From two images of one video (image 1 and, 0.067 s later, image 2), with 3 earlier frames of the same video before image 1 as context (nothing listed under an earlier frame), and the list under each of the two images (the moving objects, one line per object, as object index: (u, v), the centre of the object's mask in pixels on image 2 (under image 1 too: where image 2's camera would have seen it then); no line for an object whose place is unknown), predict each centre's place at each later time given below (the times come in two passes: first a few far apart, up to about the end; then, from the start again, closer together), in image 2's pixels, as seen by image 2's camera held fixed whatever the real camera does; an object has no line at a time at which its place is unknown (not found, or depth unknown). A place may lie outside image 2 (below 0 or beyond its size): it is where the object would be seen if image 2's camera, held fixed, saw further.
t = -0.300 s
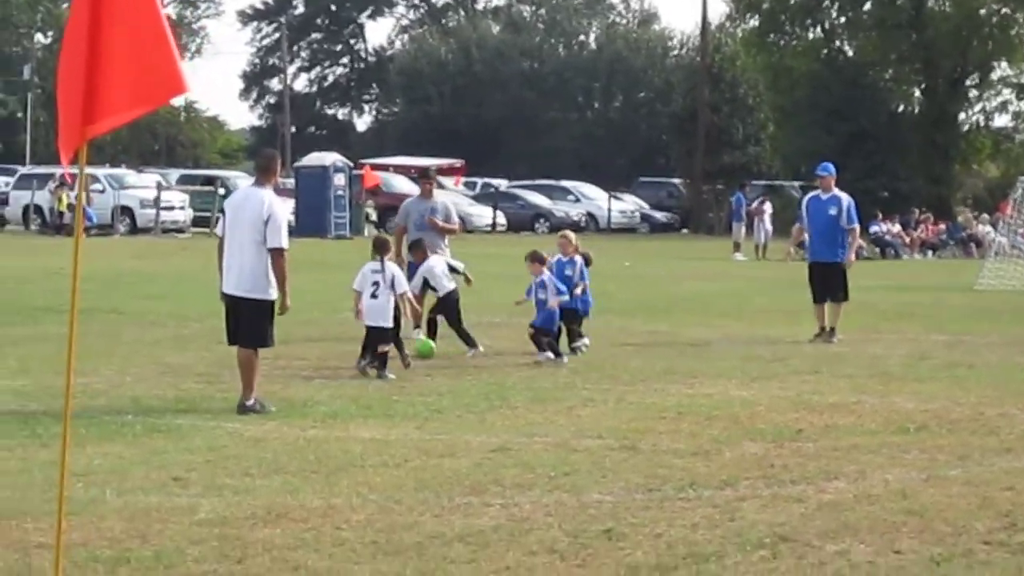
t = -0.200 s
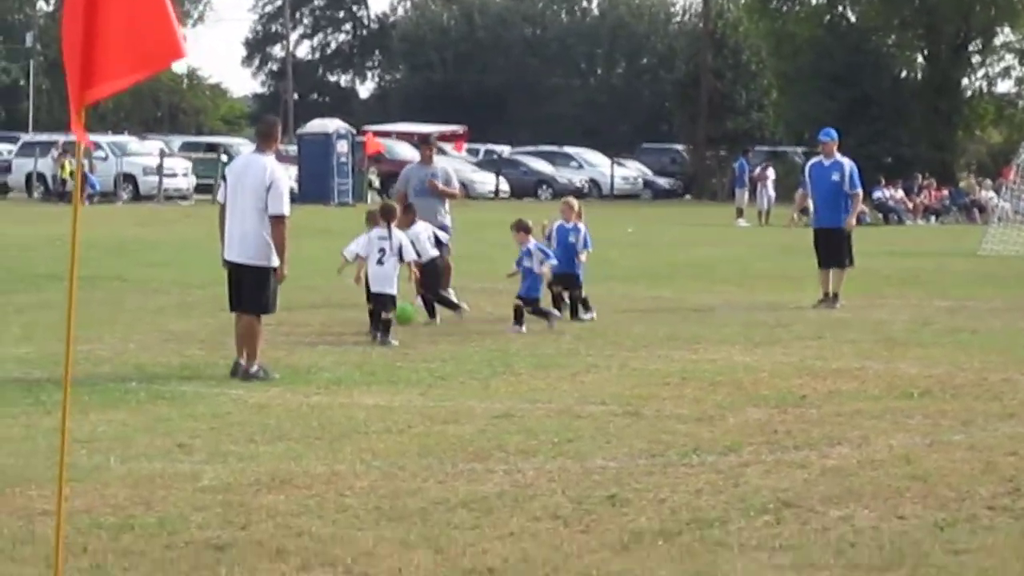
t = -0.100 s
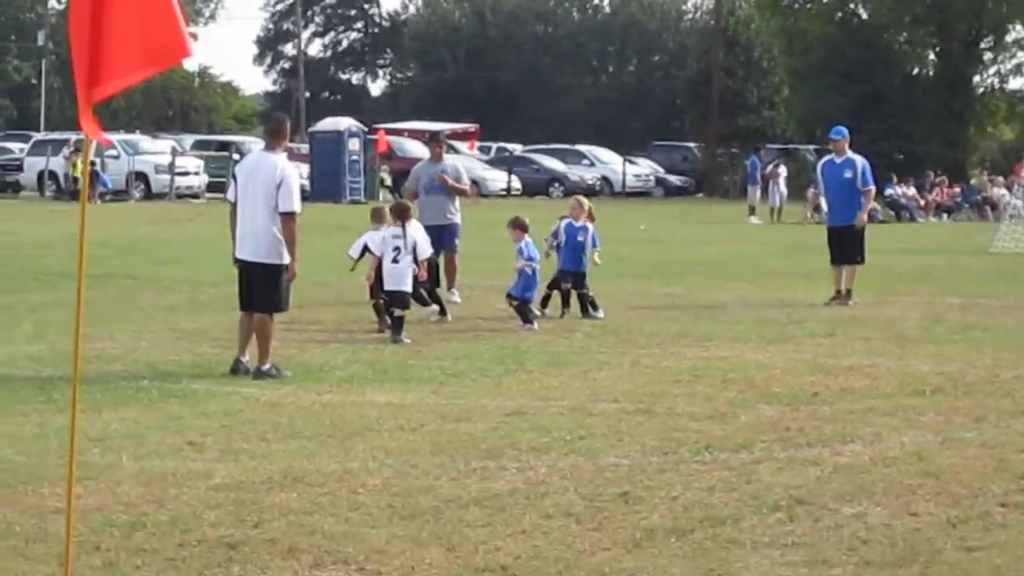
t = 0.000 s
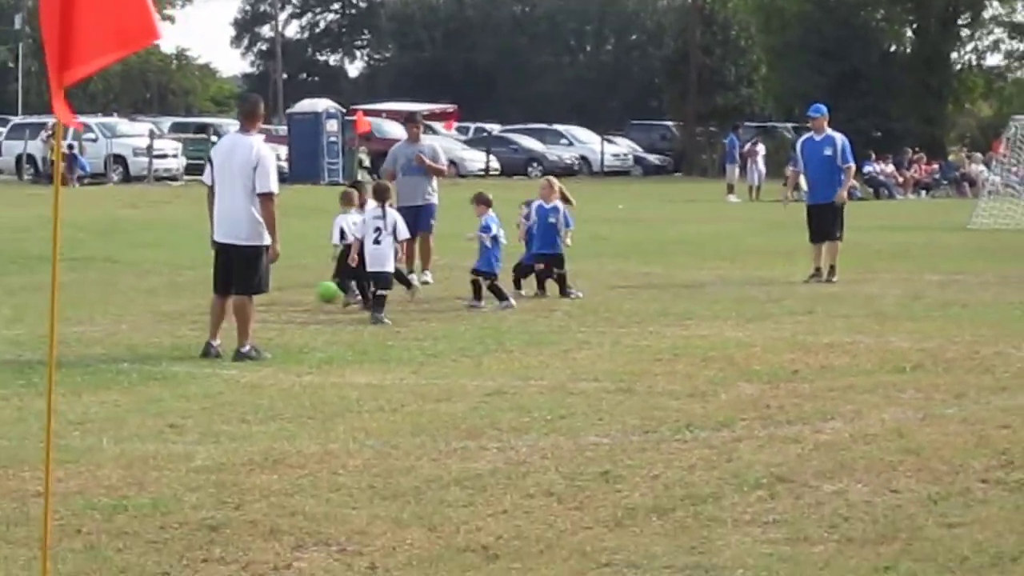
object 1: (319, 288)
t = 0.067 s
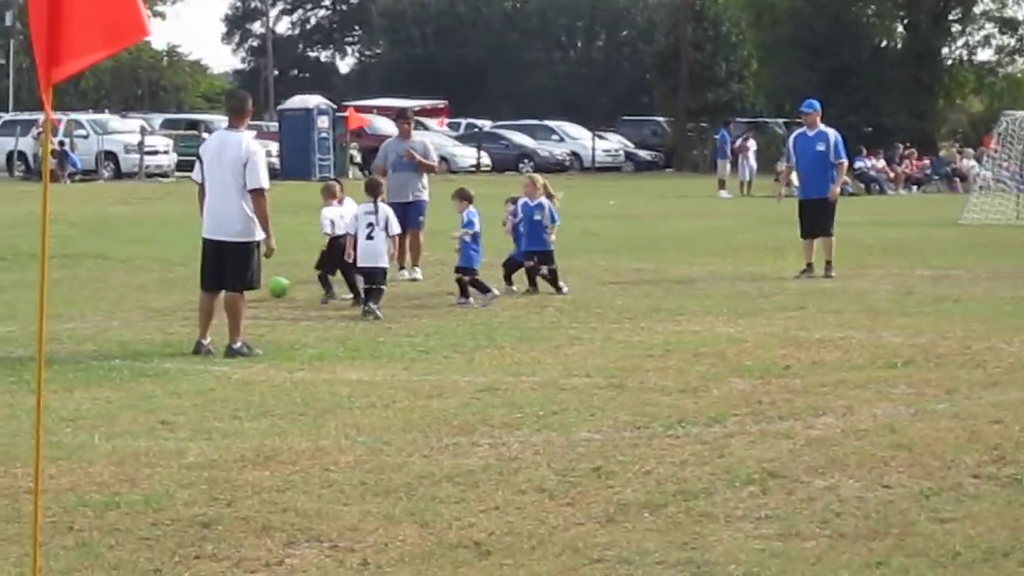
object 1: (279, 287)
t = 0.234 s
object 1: (185, 291)
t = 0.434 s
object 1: (106, 298)
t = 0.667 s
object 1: (17, 300)
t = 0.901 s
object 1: (-67, 301)
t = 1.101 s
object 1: (-135, 300)
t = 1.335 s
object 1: (-213, 302)
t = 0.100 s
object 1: (263, 287)
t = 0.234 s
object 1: (185, 291)
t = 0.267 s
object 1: (169, 295)
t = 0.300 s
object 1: (154, 294)
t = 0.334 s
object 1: (141, 293)
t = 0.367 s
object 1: (128, 292)
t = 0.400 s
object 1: (117, 294)
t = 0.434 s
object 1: (106, 298)
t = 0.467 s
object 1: (93, 299)
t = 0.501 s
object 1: (83, 299)
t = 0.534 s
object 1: (67, 298)
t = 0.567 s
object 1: (55, 300)
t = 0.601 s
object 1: (42, 301)
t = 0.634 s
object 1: (29, 301)
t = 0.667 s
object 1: (17, 300)
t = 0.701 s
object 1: (5, 300)
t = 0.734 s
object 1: (-8, 301)
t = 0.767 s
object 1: (-19, 302)
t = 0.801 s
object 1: (-31, 301)
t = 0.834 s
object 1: (-43, 301)
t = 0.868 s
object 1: (-55, 301)
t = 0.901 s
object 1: (-67, 301)
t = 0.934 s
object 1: (-78, 301)
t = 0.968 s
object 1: (-90, 300)
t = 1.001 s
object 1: (-101, 300)
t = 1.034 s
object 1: (-113, 301)
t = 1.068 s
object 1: (-124, 301)
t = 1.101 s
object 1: (-135, 300)
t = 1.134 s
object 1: (-146, 300)
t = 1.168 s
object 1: (-158, 301)
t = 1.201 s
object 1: (-169, 302)
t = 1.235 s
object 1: (-180, 302)
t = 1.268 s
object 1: (-192, 302)
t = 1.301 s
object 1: (-202, 302)
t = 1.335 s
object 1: (-213, 302)
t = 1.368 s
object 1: (-224, 303)
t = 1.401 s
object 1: (-234, 304)
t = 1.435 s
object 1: (-245, 304)
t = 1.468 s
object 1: (-255, 304)
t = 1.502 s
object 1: (-266, 305)
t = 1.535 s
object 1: (-276, 305)
